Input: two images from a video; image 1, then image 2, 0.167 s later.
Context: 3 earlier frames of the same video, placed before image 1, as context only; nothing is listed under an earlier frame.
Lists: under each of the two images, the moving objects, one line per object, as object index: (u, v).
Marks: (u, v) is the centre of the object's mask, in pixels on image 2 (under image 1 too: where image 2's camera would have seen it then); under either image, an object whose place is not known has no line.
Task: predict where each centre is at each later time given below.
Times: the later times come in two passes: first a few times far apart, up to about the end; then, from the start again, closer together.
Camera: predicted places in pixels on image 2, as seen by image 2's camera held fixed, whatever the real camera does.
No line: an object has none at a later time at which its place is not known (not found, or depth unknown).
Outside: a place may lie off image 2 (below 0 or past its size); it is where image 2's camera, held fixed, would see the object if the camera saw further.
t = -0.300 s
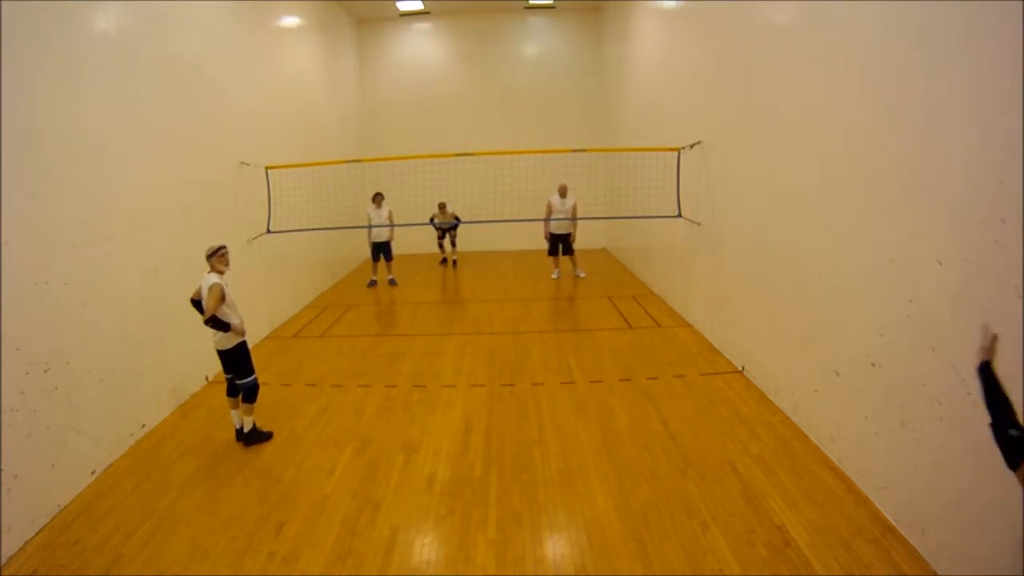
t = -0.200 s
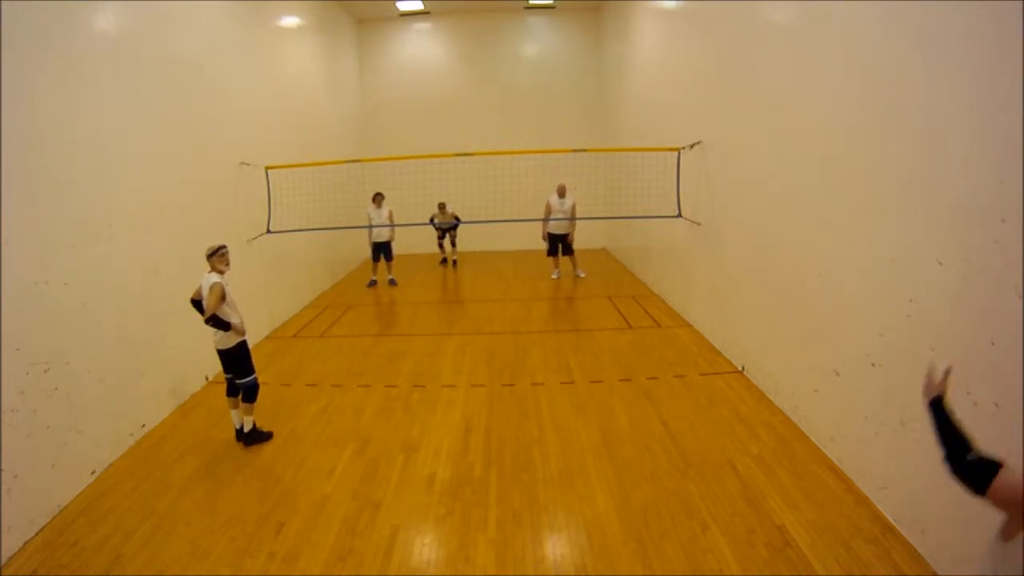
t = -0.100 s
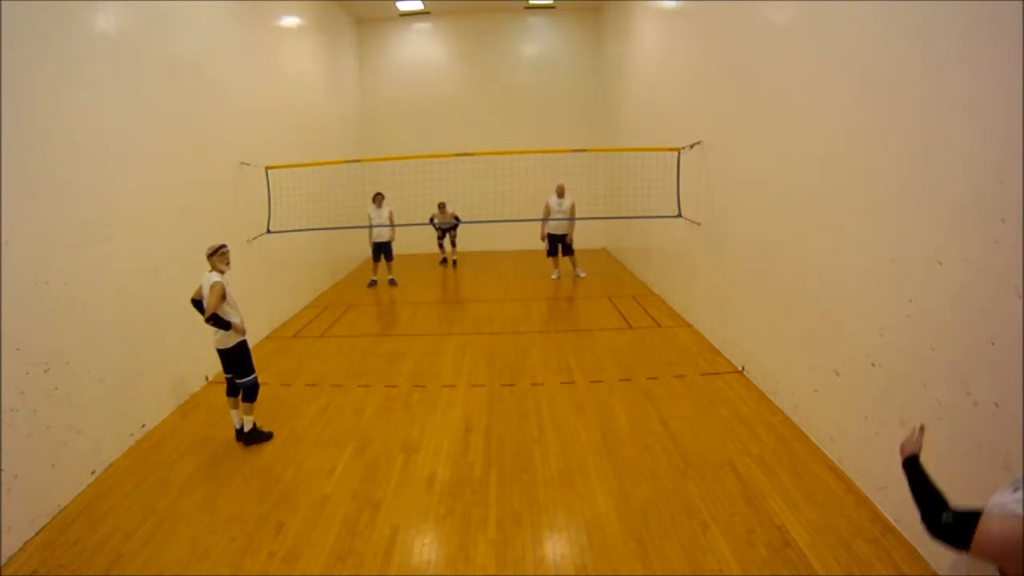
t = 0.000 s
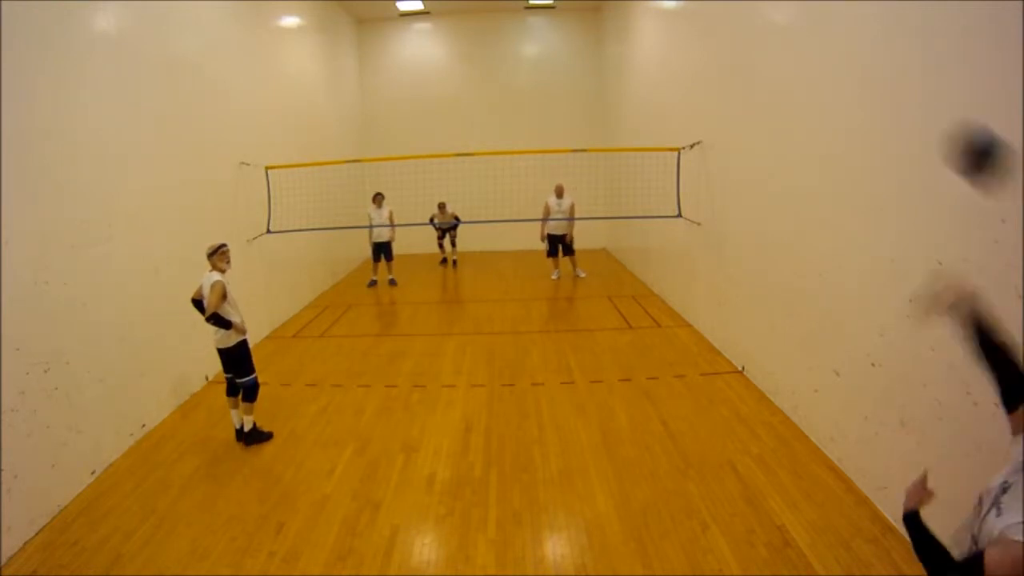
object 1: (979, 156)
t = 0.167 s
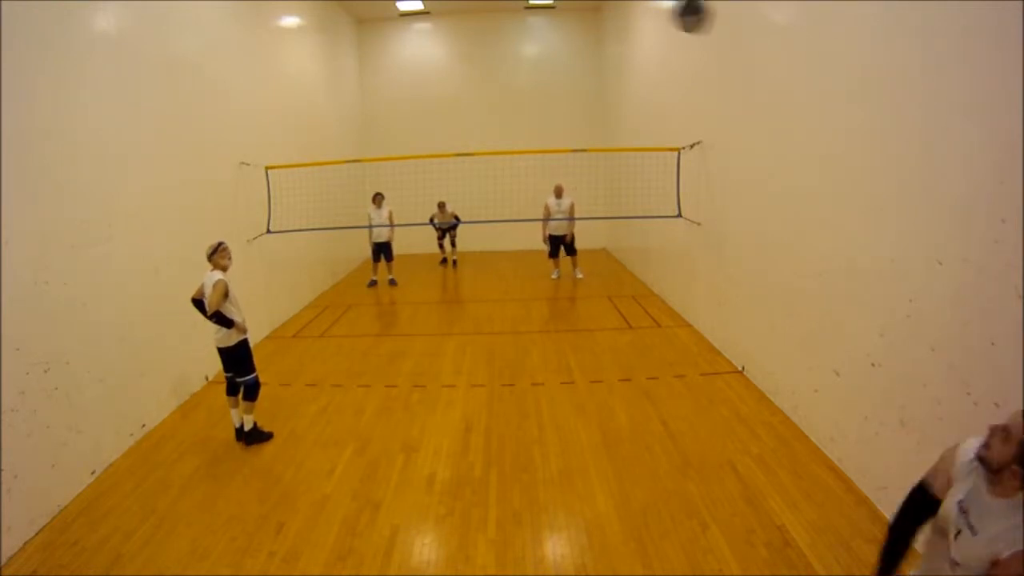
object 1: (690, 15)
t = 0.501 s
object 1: (496, 18)
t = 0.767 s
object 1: (447, 63)
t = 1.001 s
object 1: (426, 113)
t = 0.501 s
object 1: (496, 18)
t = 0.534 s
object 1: (488, 22)
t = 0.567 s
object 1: (481, 27)
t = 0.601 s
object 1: (473, 33)
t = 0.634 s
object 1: (467, 39)
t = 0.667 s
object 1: (462, 44)
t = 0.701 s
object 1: (456, 51)
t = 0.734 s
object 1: (452, 56)
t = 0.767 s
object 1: (447, 63)
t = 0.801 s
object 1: (443, 70)
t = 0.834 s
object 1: (440, 77)
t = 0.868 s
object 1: (437, 83)
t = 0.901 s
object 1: (434, 91)
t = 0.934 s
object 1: (431, 99)
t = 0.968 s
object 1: (429, 106)
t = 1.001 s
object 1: (426, 113)
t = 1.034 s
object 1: (424, 121)
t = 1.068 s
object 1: (422, 129)
